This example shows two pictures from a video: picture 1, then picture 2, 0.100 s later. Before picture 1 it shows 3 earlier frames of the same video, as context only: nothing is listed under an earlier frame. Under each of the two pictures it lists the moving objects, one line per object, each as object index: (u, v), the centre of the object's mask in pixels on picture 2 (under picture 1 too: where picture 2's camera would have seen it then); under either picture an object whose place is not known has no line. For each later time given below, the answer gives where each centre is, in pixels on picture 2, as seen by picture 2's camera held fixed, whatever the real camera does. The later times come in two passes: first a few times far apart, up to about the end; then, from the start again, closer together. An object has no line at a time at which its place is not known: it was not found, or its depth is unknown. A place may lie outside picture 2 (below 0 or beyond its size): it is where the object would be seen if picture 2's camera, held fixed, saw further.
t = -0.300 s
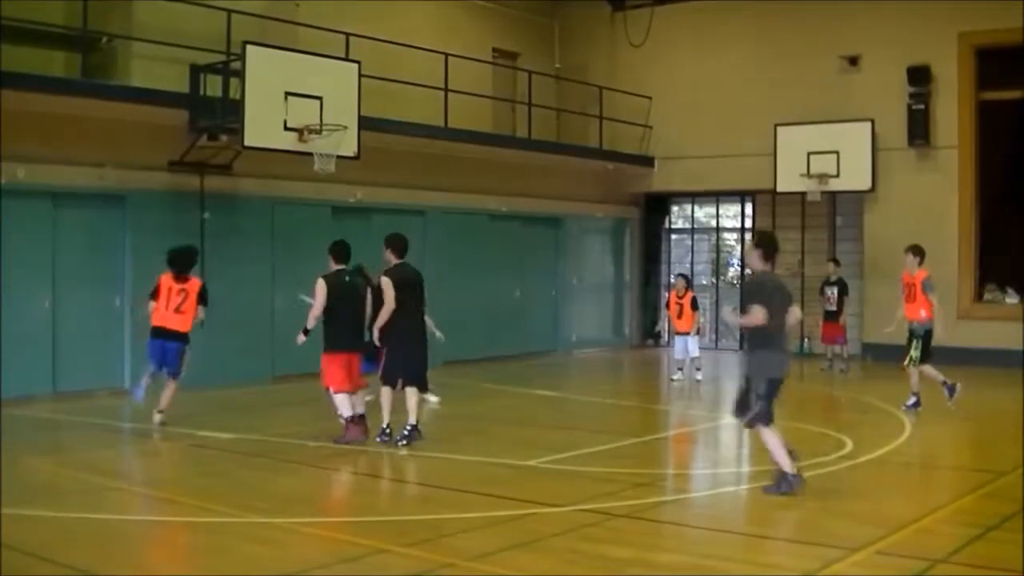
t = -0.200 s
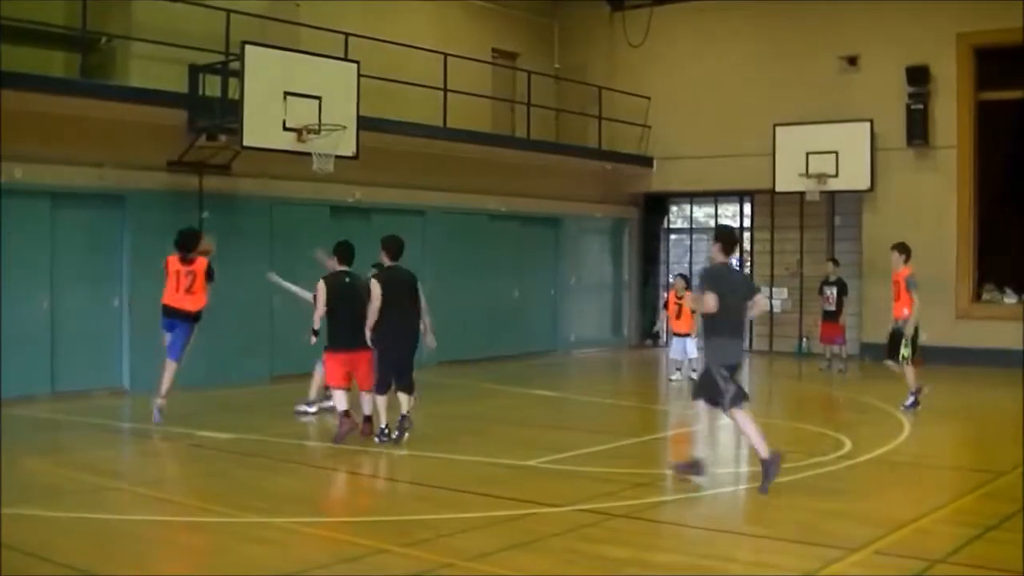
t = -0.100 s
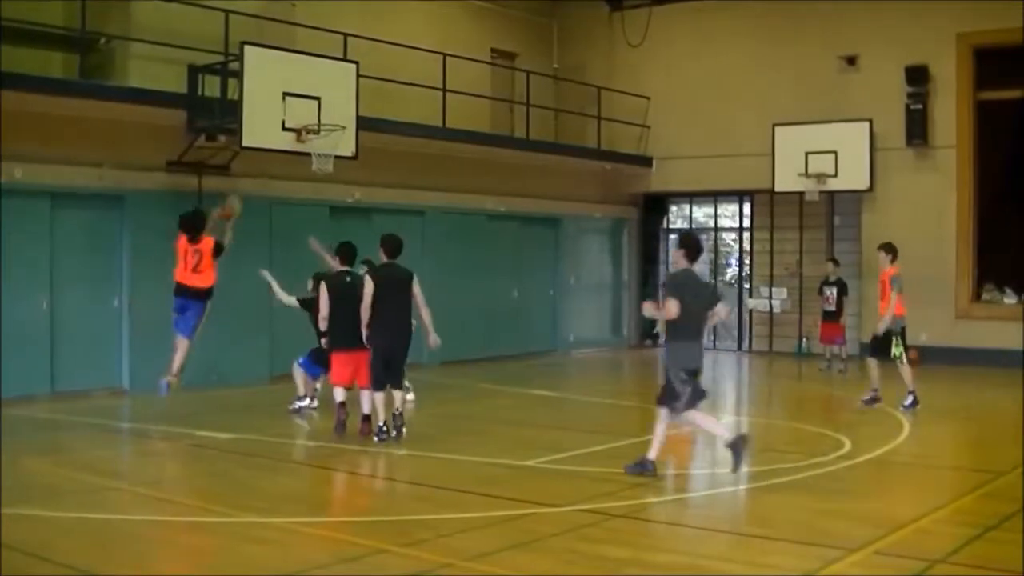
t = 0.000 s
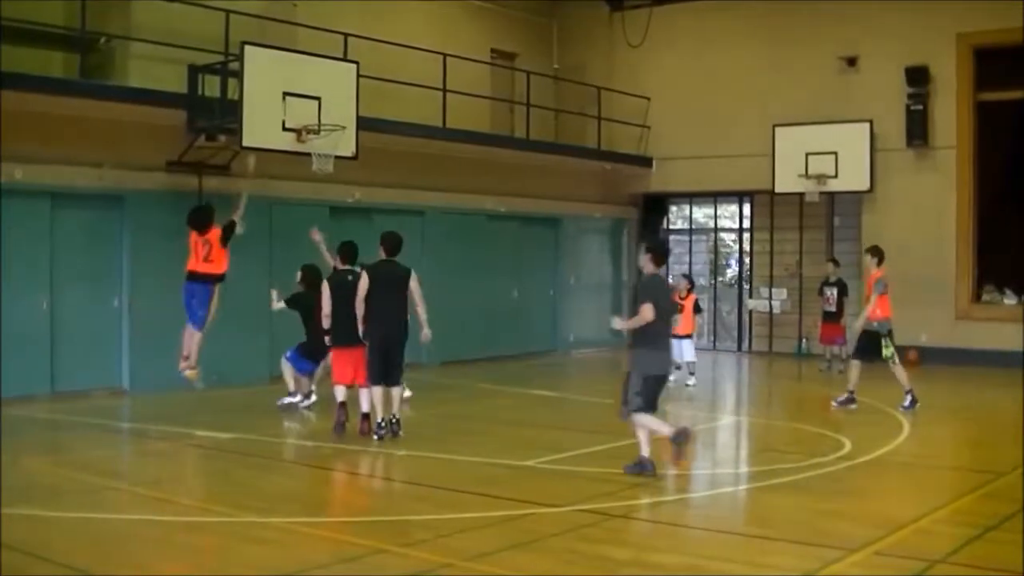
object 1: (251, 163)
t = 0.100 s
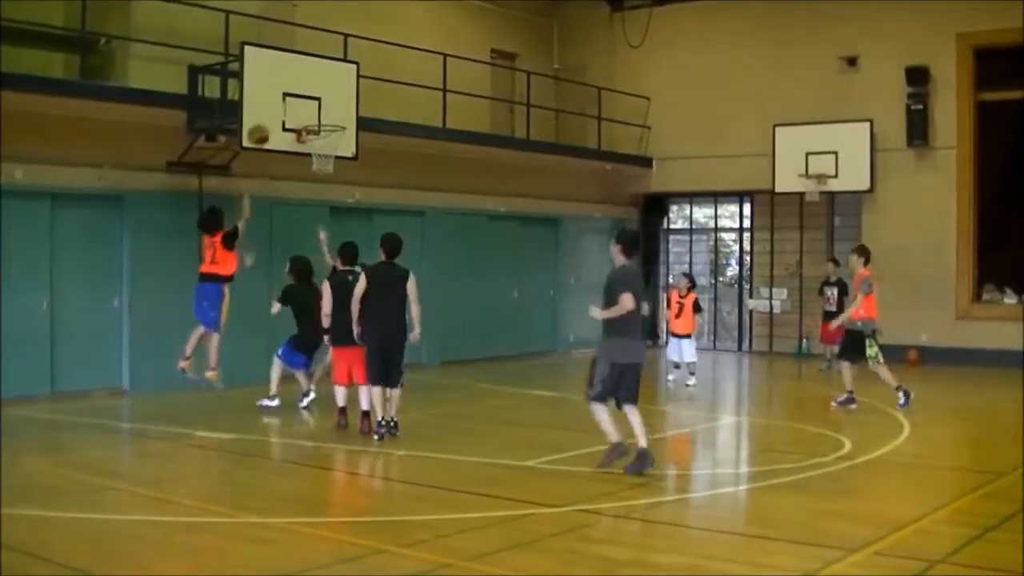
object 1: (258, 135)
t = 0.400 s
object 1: (295, 102)
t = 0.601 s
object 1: (322, 113)
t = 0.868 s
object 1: (327, 122)
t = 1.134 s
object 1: (315, 161)
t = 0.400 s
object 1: (295, 102)
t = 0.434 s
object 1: (300, 105)
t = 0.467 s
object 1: (305, 109)
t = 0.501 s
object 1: (311, 113)
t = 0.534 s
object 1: (315, 114)
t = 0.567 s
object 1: (318, 113)
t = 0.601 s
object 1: (322, 113)
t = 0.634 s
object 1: (325, 114)
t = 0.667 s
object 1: (328, 115)
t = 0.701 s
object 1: (332, 118)
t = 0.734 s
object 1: (335, 122)
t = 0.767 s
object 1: (334, 121)
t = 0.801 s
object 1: (331, 120)
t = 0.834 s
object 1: (329, 120)
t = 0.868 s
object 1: (327, 122)
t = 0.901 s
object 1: (325, 124)
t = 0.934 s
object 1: (322, 128)
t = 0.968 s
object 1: (319, 132)
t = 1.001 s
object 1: (316, 137)
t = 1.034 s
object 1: (314, 143)
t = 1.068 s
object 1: (314, 147)
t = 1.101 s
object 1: (313, 152)
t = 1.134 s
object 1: (315, 161)
